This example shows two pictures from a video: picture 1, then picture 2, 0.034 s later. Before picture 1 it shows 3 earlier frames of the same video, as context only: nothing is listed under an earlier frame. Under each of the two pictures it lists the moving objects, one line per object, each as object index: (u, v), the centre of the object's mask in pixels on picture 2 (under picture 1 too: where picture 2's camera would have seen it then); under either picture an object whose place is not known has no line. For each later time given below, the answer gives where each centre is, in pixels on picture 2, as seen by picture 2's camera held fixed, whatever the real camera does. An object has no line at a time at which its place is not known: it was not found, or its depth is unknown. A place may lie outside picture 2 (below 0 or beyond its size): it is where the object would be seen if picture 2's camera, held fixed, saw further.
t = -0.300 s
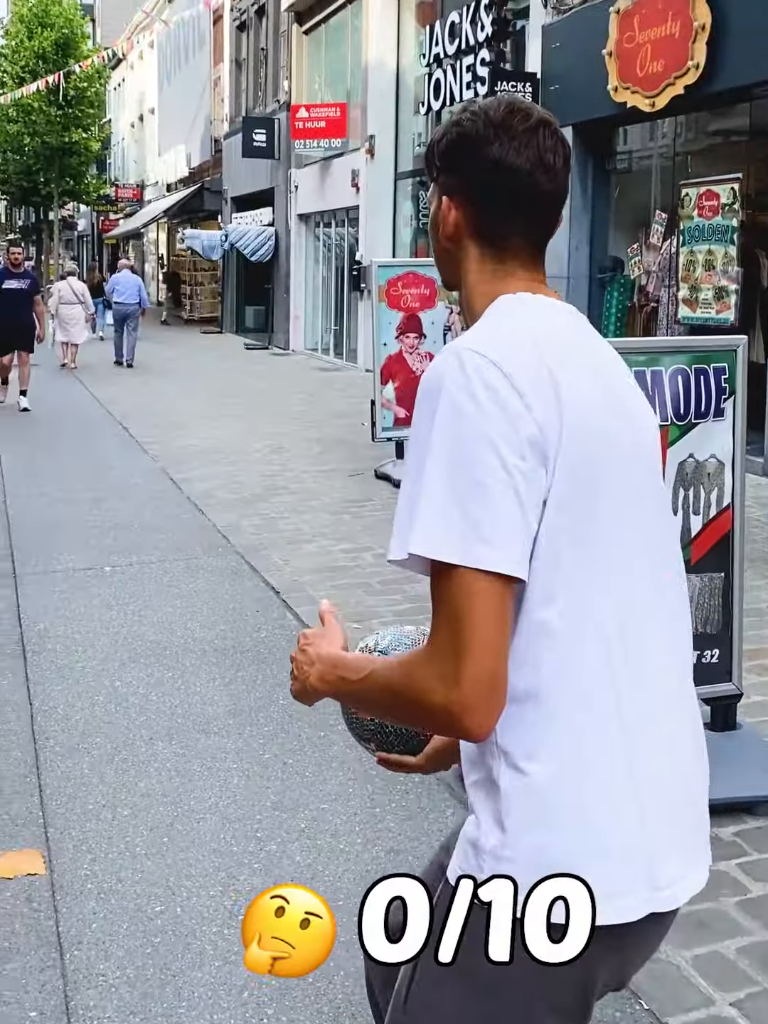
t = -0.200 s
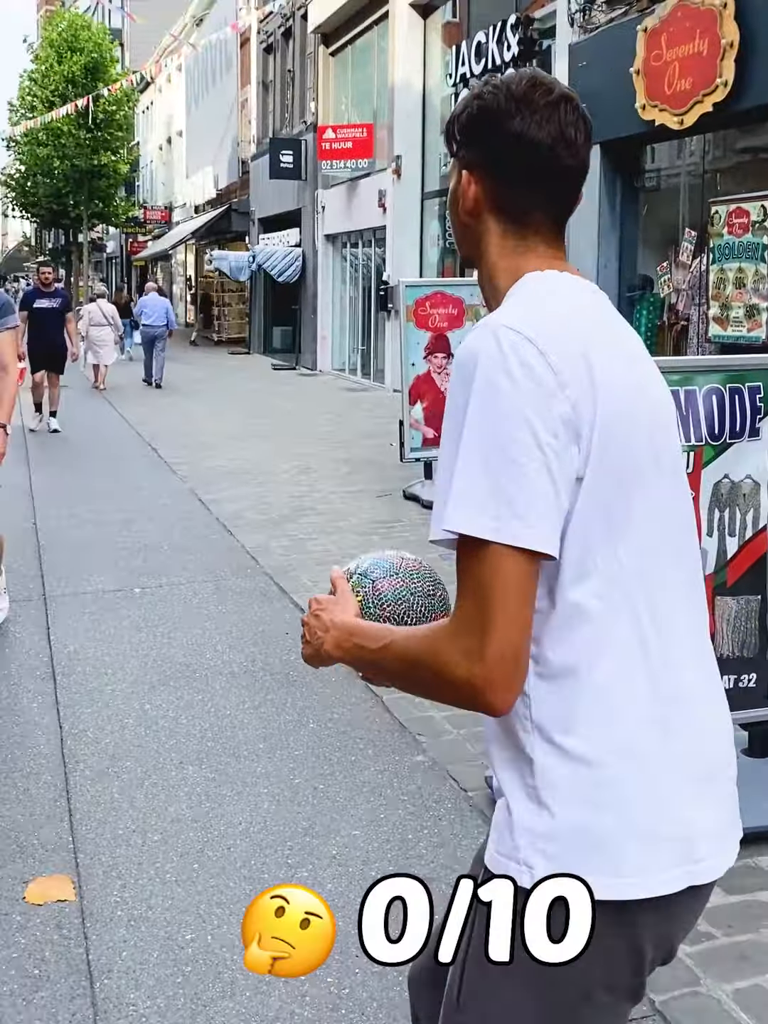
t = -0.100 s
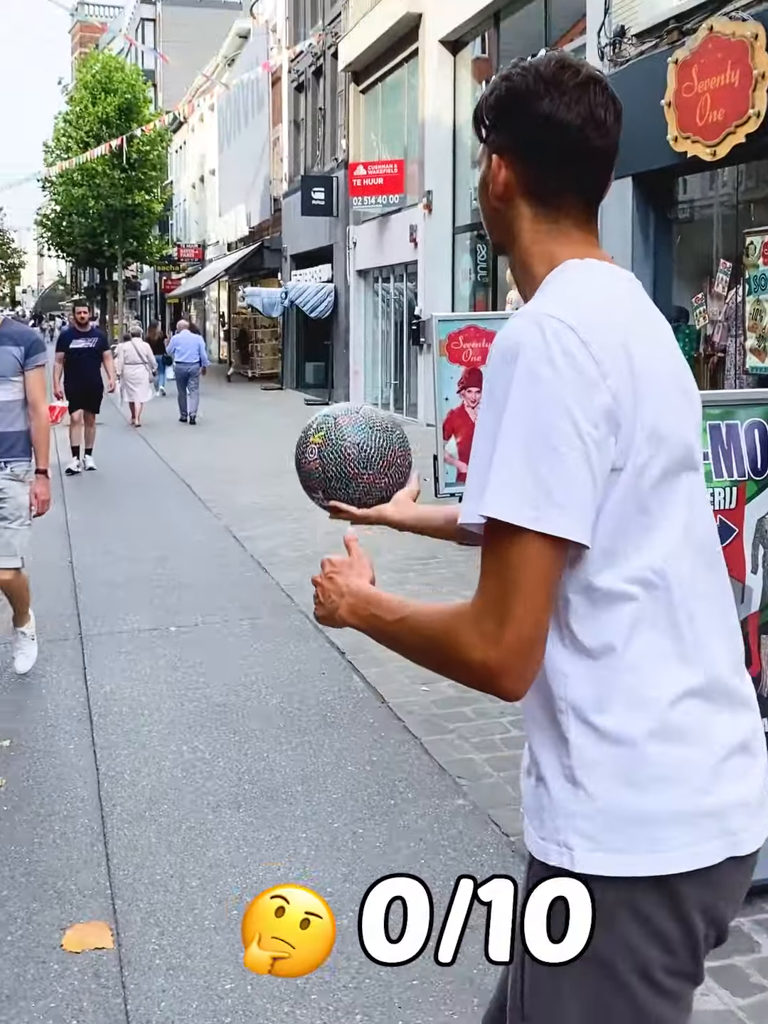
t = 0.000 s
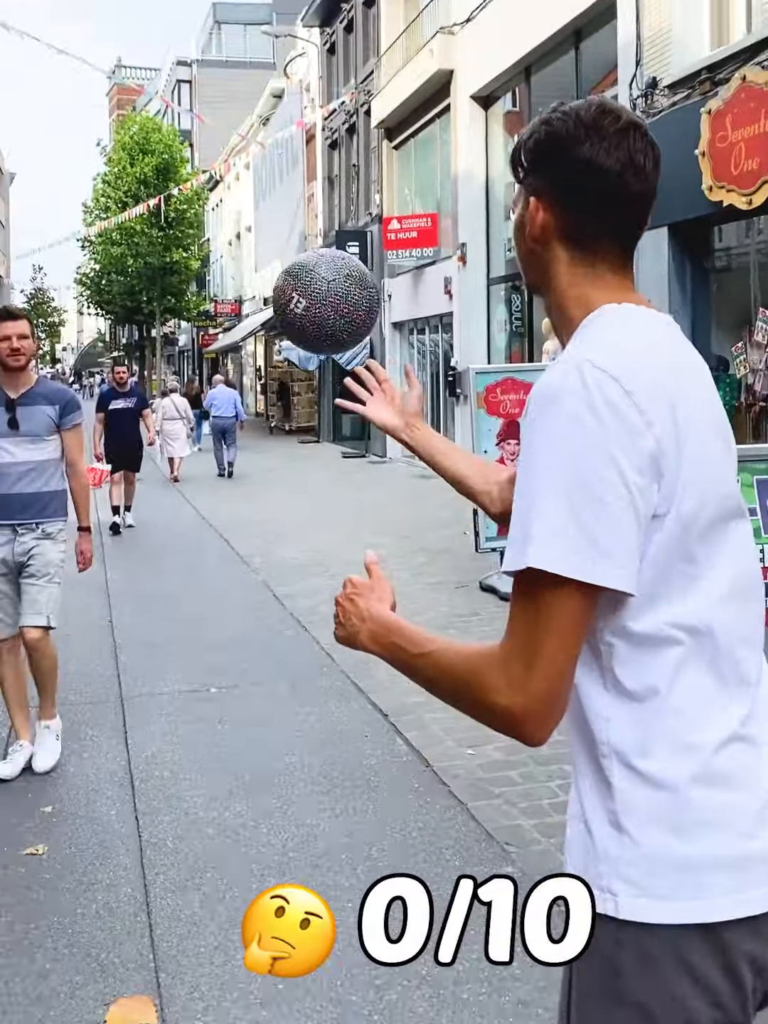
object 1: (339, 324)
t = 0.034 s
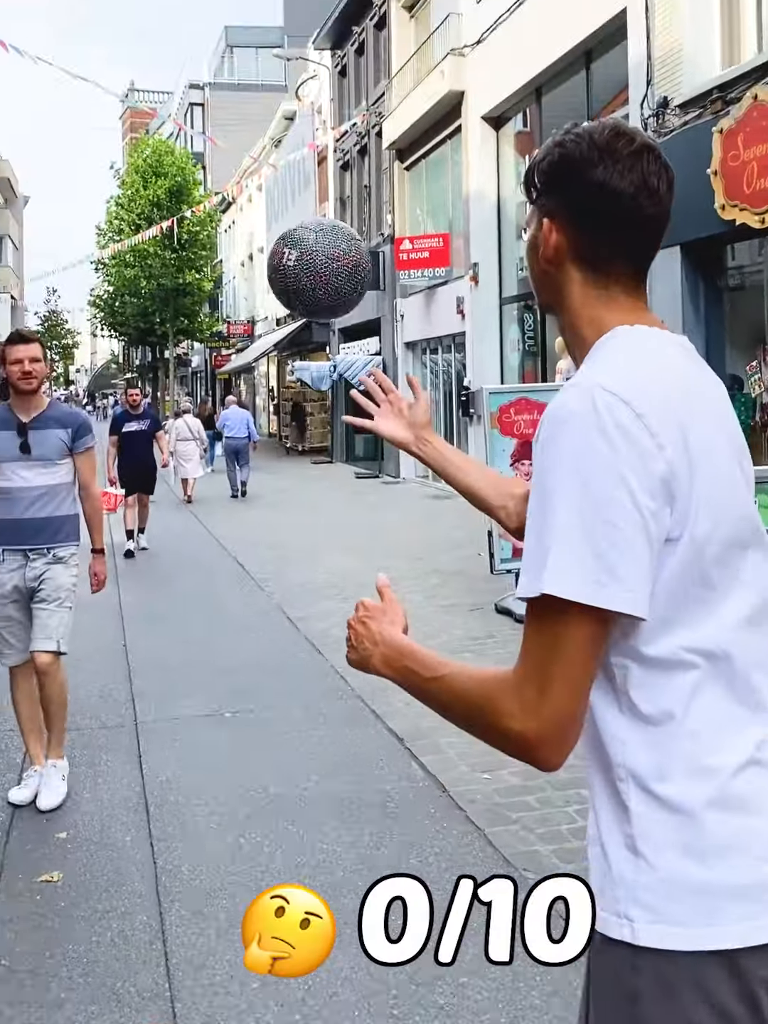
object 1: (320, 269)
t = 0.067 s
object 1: (301, 224)
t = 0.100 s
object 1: (284, 185)
